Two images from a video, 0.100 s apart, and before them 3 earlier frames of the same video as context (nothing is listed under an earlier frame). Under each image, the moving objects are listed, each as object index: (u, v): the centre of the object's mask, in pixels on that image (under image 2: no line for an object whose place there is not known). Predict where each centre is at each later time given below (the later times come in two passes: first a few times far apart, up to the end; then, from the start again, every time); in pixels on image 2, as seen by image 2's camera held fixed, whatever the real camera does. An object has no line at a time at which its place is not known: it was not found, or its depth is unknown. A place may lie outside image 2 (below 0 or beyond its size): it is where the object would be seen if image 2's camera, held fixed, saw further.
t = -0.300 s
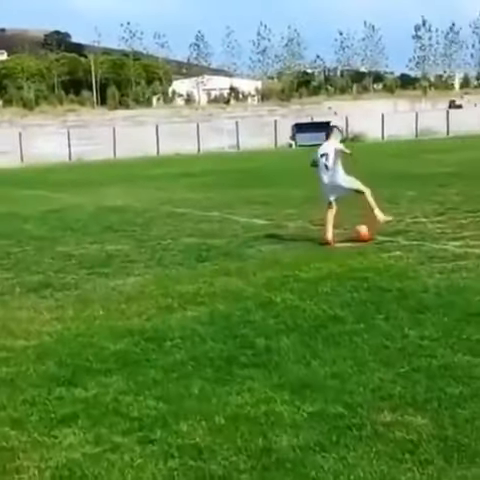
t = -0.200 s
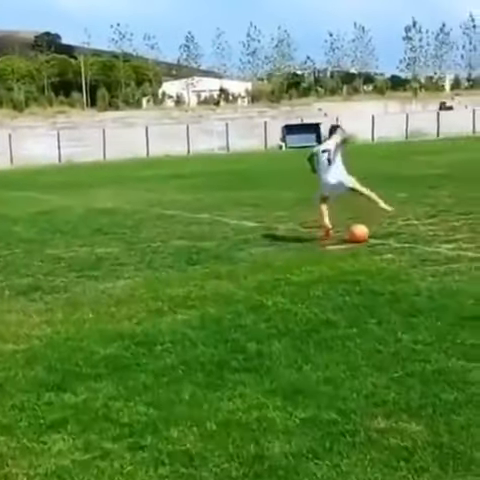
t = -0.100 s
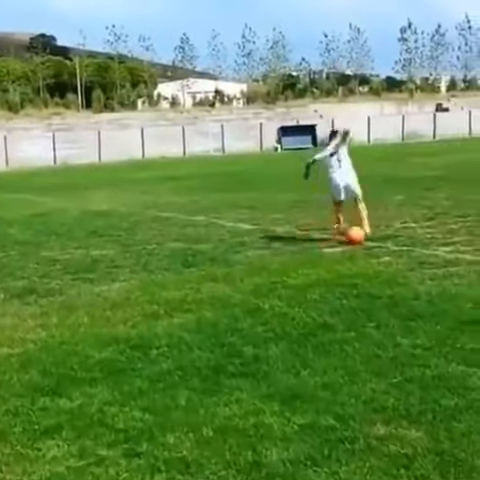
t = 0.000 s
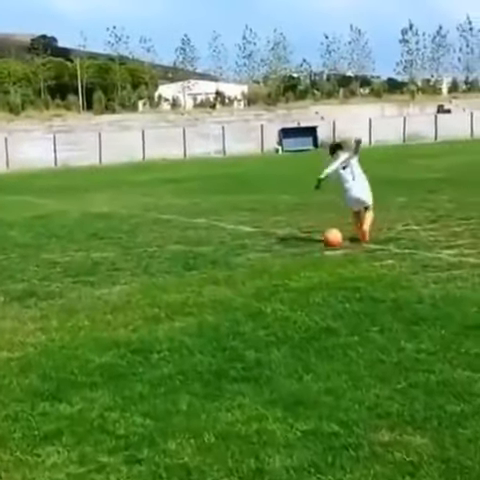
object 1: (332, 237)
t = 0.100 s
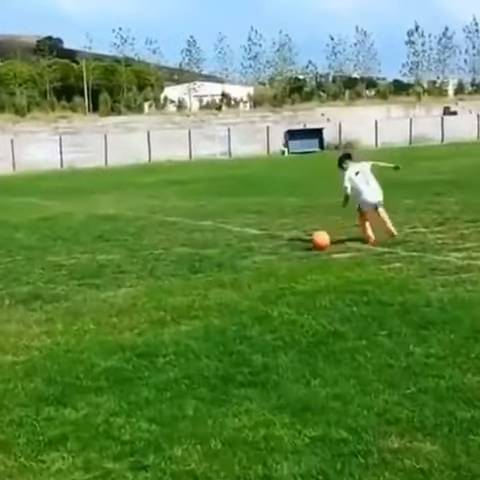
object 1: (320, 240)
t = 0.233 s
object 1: (298, 241)
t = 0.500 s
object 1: (258, 241)
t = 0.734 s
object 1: (227, 242)
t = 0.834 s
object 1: (216, 241)
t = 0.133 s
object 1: (314, 240)
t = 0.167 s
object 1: (309, 241)
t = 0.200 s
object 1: (303, 241)
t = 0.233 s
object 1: (298, 241)
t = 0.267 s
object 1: (292, 241)
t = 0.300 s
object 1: (288, 241)
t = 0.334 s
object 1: (282, 241)
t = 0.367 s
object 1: (276, 241)
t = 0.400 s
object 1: (272, 241)
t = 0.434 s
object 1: (268, 241)
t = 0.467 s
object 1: (263, 241)
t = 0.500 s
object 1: (258, 241)
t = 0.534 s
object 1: (254, 242)
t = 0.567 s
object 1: (249, 242)
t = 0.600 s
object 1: (244, 241)
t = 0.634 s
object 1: (240, 241)
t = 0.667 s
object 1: (236, 241)
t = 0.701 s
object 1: (231, 242)
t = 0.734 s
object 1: (227, 242)
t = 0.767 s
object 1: (223, 241)
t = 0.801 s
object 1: (220, 241)
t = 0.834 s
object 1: (216, 241)
